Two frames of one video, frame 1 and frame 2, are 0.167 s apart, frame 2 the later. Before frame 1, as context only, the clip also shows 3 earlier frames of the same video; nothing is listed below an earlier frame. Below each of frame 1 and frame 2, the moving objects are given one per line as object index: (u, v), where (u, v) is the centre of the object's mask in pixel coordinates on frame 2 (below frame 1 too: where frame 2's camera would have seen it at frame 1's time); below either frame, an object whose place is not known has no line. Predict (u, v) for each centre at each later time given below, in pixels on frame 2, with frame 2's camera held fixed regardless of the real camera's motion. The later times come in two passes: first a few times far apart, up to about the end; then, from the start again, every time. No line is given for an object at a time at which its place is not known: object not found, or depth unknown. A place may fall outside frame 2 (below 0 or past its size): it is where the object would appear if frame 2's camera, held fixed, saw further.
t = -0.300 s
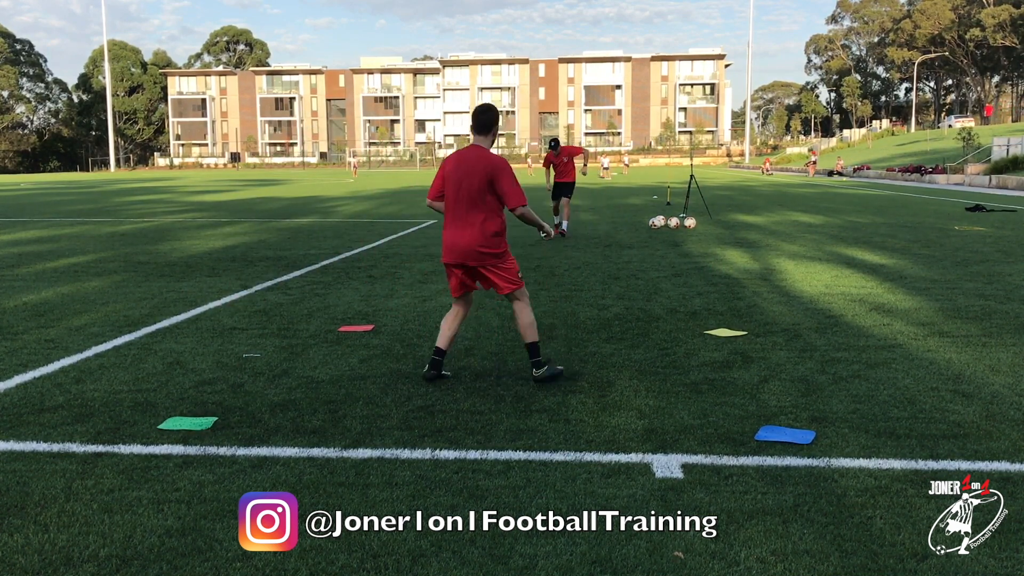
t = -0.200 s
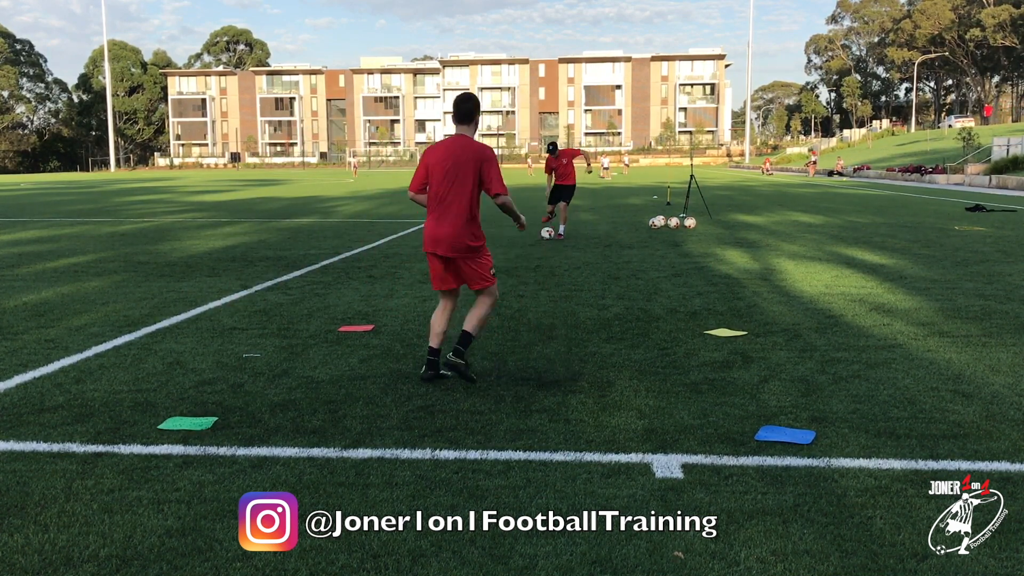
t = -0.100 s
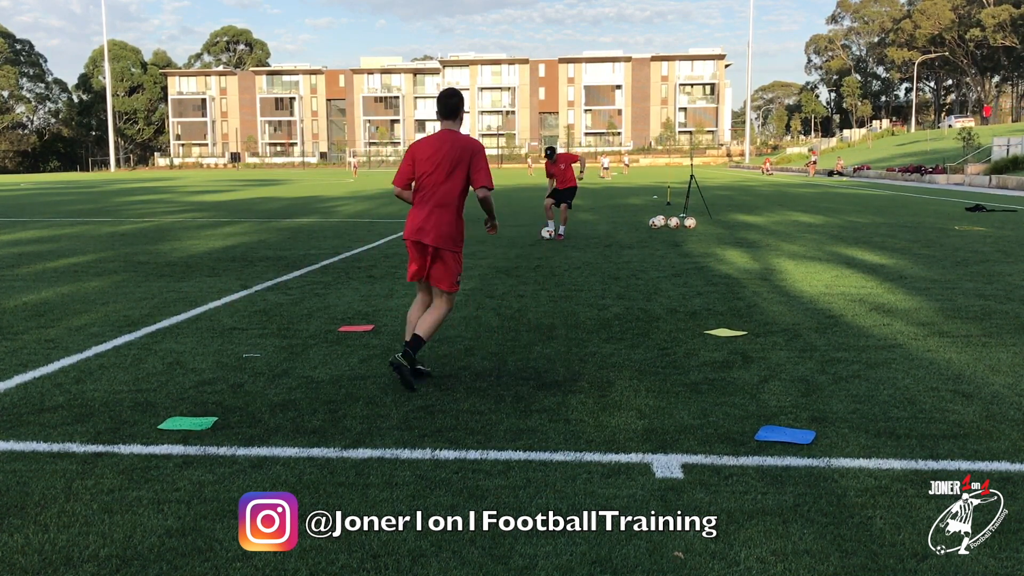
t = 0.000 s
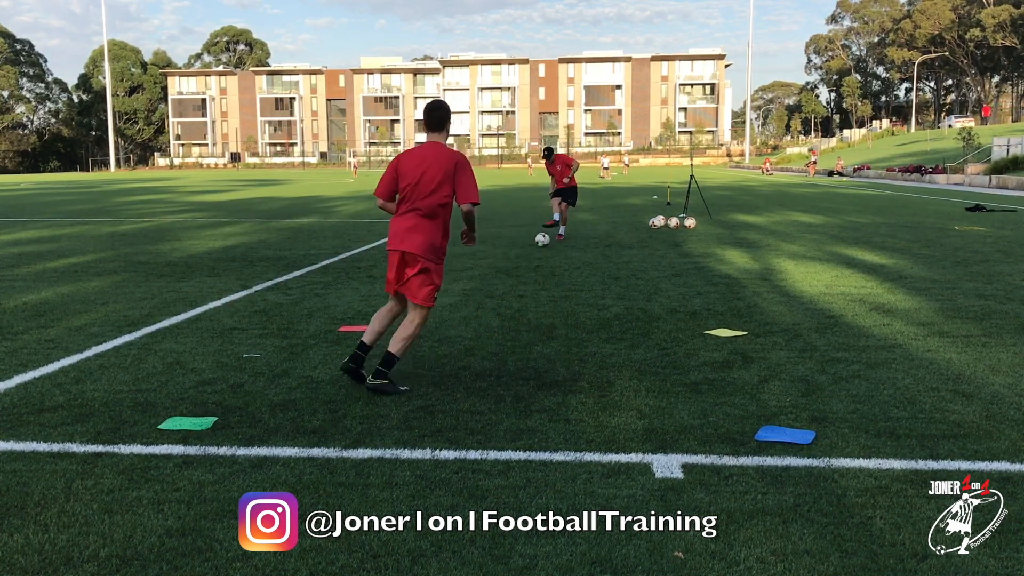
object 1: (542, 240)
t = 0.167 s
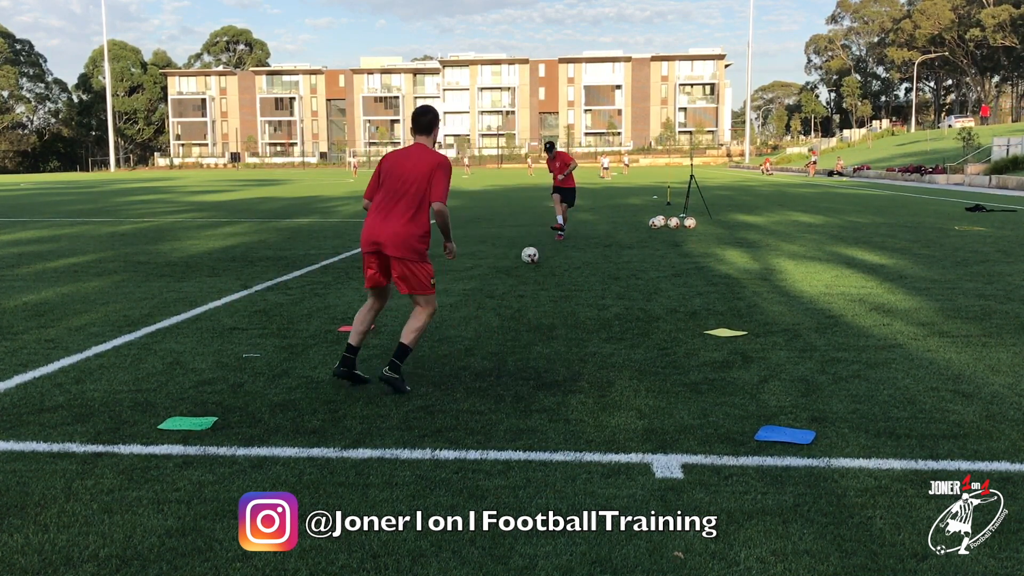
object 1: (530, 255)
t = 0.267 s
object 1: (521, 265)
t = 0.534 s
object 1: (487, 307)
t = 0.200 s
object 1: (527, 258)
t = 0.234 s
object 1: (524, 261)
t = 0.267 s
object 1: (521, 265)
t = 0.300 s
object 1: (517, 270)
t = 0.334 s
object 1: (514, 273)
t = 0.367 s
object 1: (510, 277)
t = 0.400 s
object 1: (506, 282)
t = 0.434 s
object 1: (502, 289)
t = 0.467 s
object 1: (497, 296)
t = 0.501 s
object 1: (492, 301)
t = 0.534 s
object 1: (487, 307)
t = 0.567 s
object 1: (481, 315)
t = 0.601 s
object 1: (476, 325)
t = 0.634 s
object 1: (469, 332)
